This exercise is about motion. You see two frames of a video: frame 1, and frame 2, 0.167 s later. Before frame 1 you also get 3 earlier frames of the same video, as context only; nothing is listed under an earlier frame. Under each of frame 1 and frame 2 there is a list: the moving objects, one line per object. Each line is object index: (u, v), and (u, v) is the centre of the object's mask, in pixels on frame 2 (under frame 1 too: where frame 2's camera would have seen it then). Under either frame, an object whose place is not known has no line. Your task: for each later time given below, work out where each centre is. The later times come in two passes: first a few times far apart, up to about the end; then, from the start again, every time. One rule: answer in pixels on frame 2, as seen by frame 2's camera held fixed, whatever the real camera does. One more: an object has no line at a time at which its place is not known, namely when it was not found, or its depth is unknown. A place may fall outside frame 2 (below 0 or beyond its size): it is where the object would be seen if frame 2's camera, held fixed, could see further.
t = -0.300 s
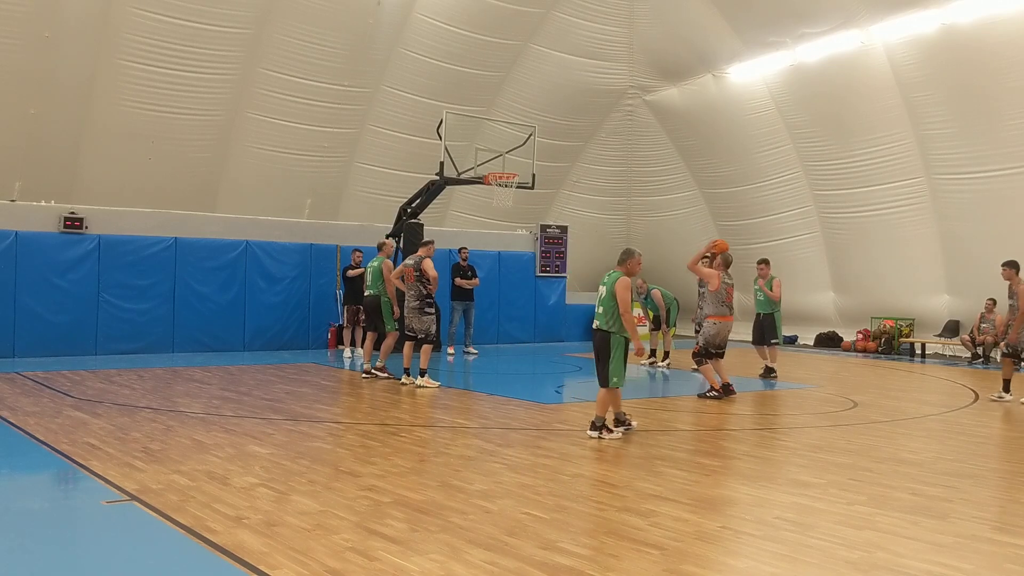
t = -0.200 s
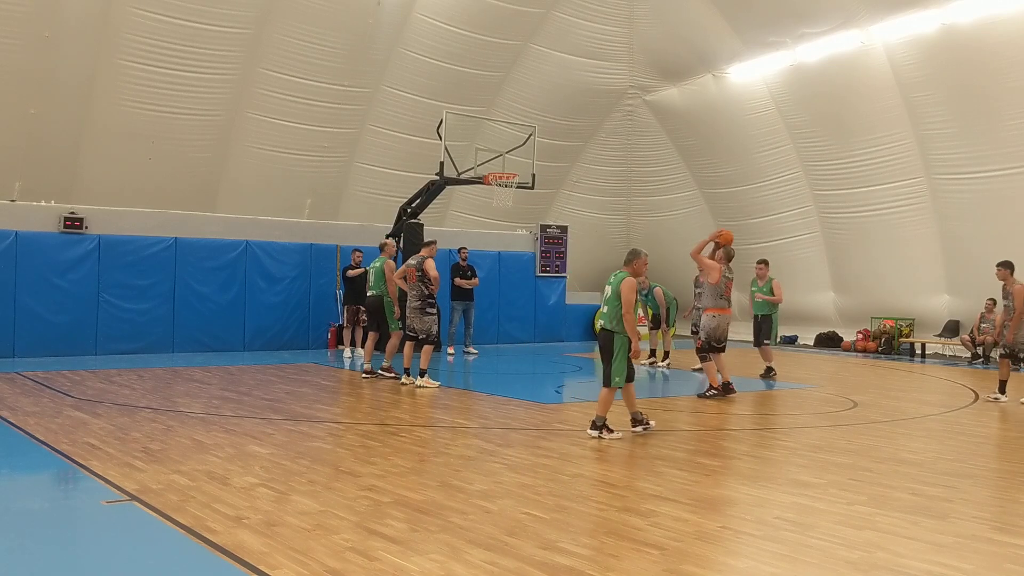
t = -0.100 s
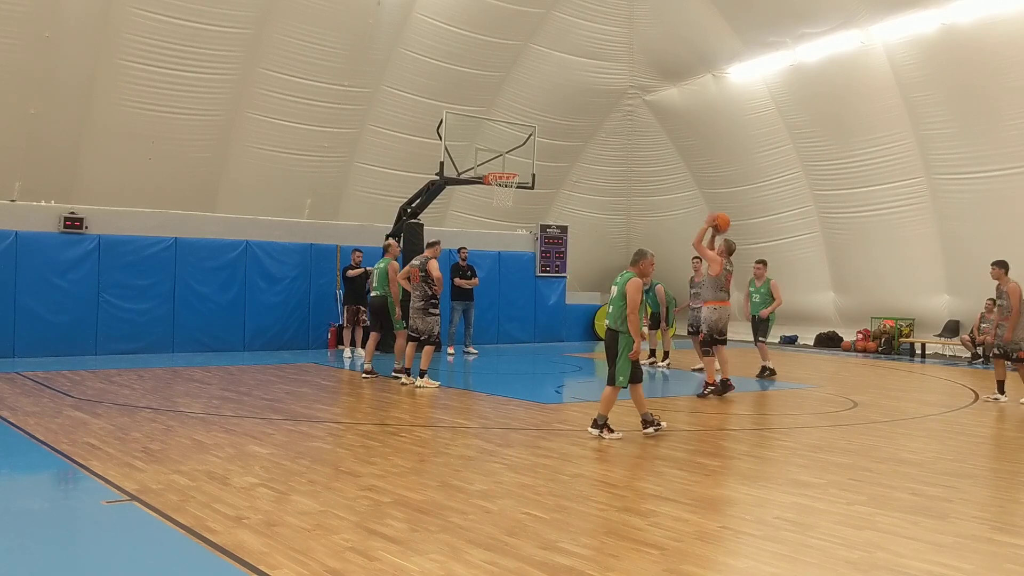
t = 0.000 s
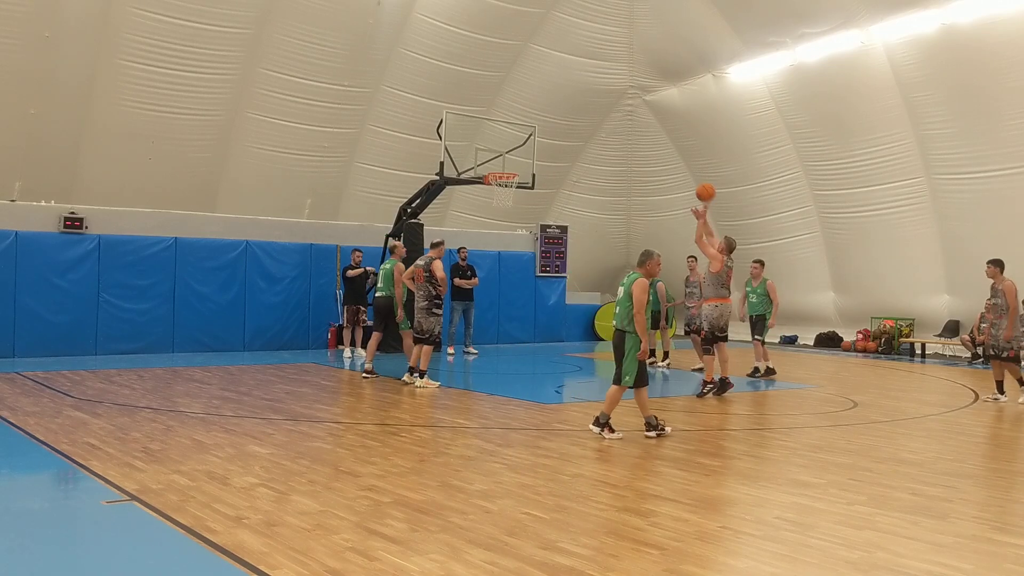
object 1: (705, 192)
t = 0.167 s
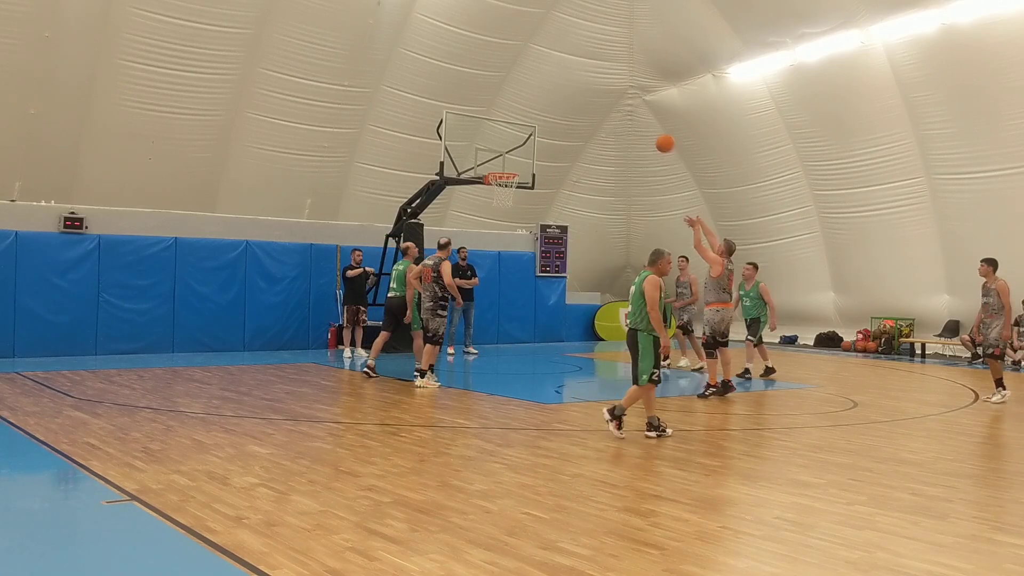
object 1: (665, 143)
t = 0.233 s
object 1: (649, 130)
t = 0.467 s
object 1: (600, 113)
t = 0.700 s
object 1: (555, 132)
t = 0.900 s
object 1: (524, 168)
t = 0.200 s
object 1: (657, 136)
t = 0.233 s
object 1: (649, 130)
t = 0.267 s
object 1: (642, 125)
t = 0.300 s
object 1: (635, 121)
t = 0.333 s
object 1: (627, 118)
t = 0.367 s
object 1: (620, 115)
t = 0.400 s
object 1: (613, 113)
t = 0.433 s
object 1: (606, 113)
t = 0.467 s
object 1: (600, 113)
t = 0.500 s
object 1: (593, 113)
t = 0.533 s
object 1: (586, 115)
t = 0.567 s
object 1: (580, 117)
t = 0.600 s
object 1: (574, 119)
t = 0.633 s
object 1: (567, 123)
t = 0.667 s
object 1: (561, 127)
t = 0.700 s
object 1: (555, 132)
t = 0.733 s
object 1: (549, 137)
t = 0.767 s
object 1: (543, 143)
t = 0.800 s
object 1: (537, 150)
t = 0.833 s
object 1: (531, 157)
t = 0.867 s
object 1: (525, 165)
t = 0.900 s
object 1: (524, 168)
